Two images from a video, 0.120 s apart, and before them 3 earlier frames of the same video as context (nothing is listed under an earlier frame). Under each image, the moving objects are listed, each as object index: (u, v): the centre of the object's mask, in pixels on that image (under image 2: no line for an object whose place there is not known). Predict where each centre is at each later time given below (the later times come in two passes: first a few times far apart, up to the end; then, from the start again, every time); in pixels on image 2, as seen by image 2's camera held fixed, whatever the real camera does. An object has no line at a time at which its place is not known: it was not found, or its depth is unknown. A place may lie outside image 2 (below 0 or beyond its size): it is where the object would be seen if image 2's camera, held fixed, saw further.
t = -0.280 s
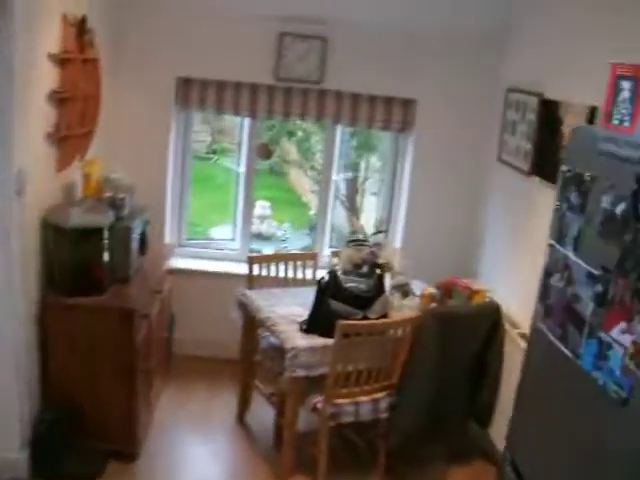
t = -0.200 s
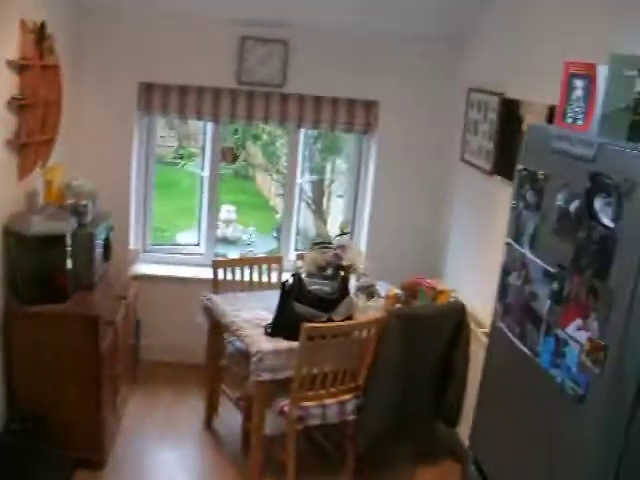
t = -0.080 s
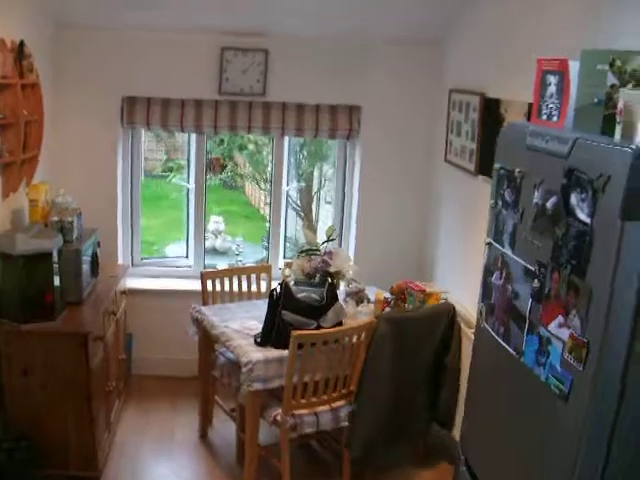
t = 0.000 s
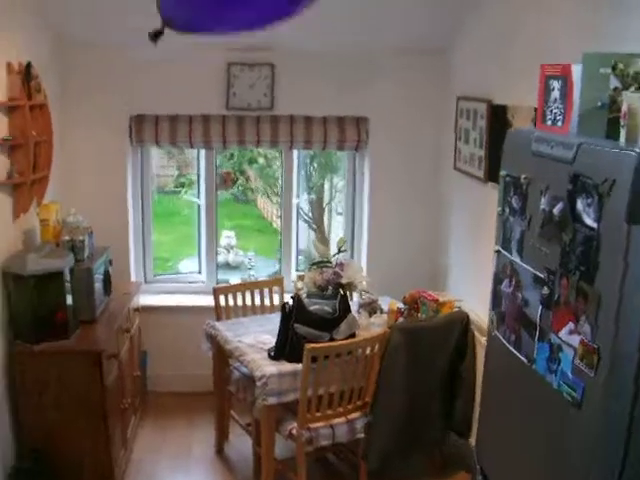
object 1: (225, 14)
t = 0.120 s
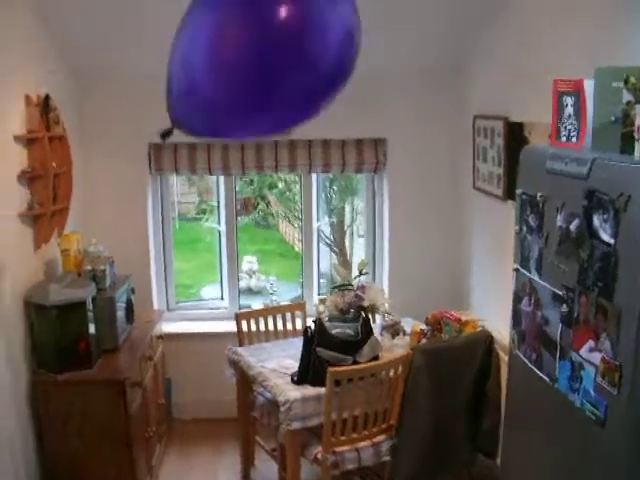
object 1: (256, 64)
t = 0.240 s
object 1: (257, 141)
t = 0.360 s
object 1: (242, 239)
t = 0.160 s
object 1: (259, 77)
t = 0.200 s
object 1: (258, 108)
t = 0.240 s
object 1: (257, 141)
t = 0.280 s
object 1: (254, 173)
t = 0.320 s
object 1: (250, 206)
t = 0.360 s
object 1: (242, 239)
